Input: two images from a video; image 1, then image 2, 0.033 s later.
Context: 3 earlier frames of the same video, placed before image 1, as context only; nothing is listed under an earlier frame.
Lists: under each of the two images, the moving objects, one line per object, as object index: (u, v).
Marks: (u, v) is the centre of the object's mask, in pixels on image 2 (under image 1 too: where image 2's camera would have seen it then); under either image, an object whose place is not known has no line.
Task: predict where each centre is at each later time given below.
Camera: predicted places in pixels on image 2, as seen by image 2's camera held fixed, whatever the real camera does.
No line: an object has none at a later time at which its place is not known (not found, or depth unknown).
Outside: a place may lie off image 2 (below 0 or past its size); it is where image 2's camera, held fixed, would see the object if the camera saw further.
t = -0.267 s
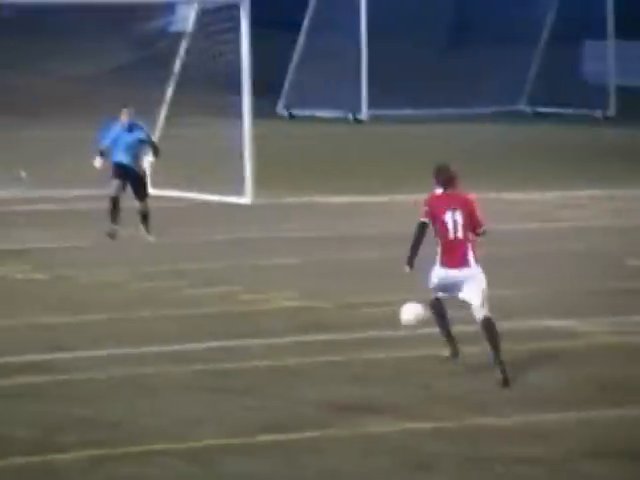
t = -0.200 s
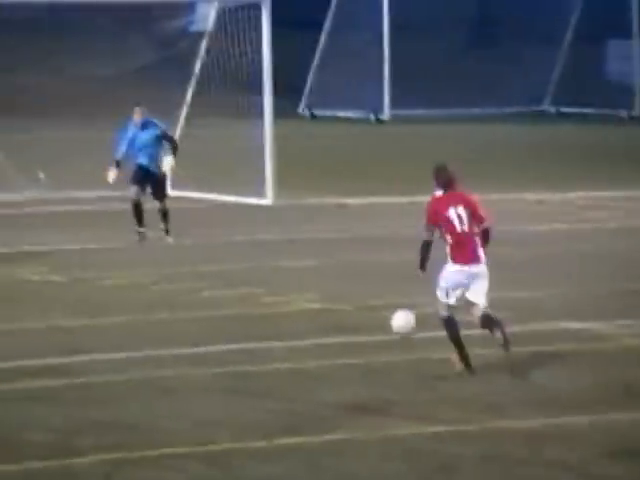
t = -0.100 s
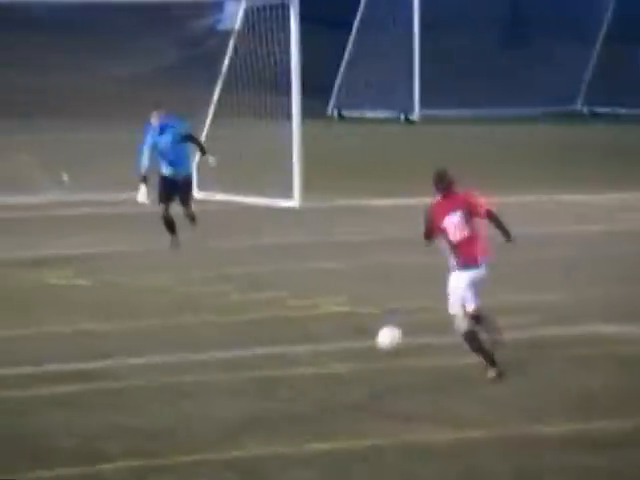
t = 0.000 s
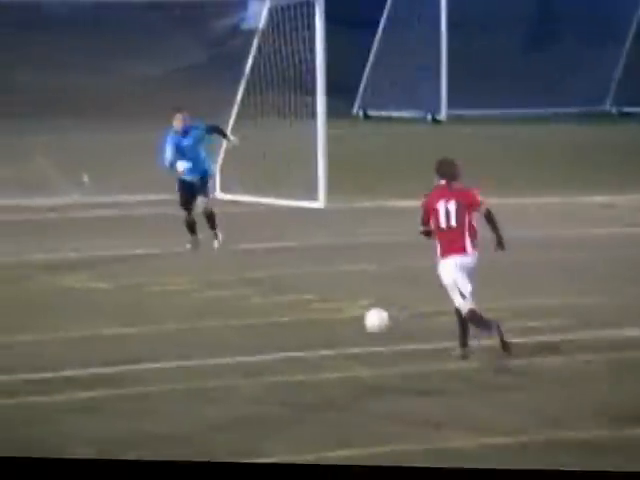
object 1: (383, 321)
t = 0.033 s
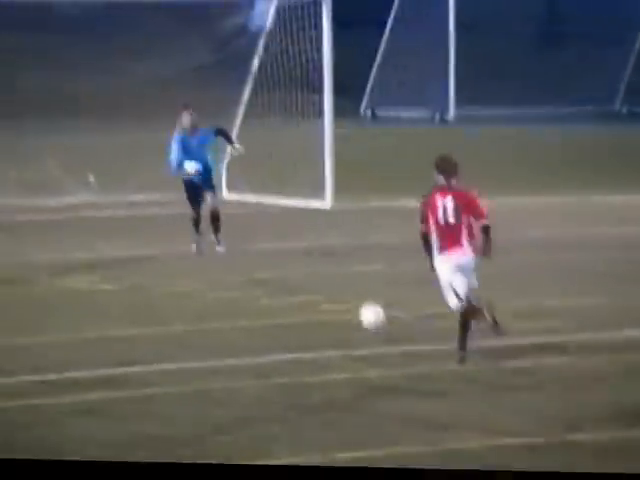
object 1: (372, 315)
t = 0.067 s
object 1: (360, 312)
